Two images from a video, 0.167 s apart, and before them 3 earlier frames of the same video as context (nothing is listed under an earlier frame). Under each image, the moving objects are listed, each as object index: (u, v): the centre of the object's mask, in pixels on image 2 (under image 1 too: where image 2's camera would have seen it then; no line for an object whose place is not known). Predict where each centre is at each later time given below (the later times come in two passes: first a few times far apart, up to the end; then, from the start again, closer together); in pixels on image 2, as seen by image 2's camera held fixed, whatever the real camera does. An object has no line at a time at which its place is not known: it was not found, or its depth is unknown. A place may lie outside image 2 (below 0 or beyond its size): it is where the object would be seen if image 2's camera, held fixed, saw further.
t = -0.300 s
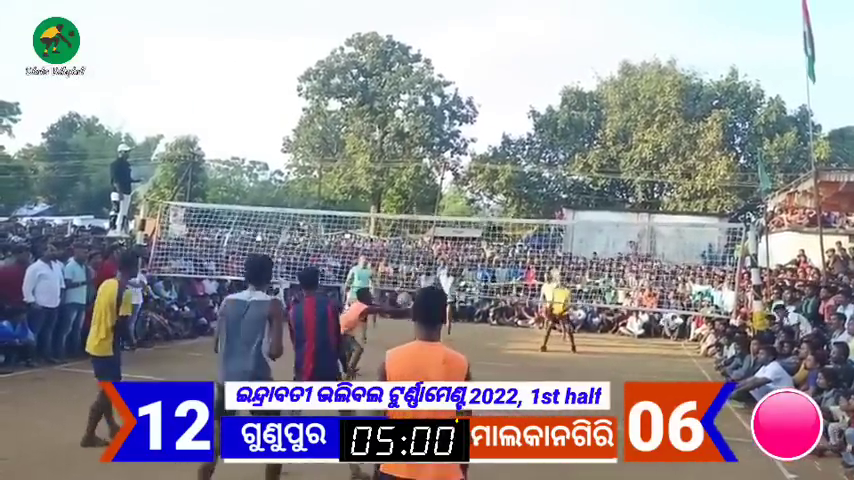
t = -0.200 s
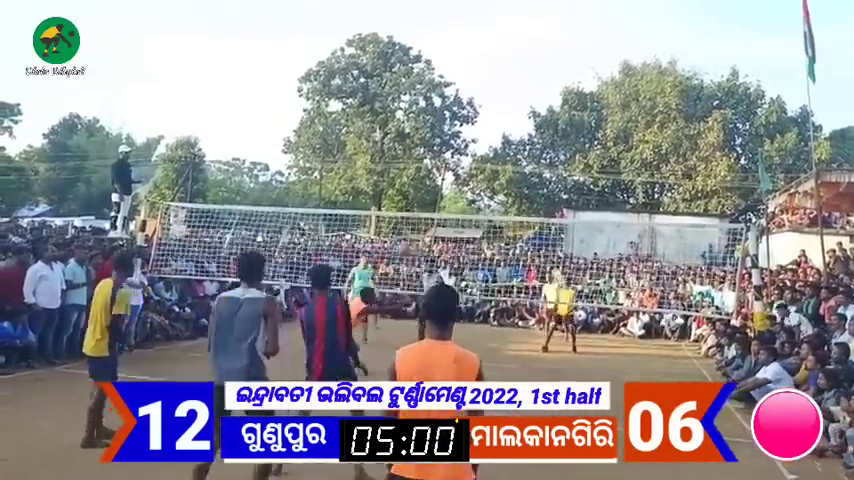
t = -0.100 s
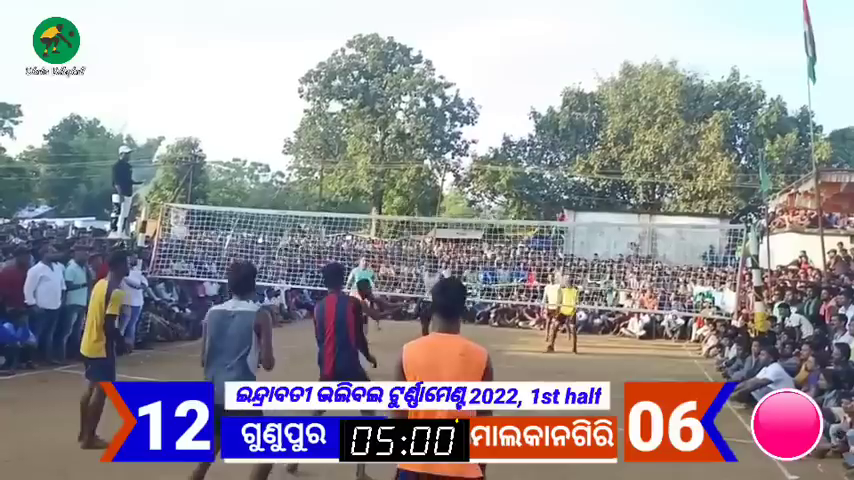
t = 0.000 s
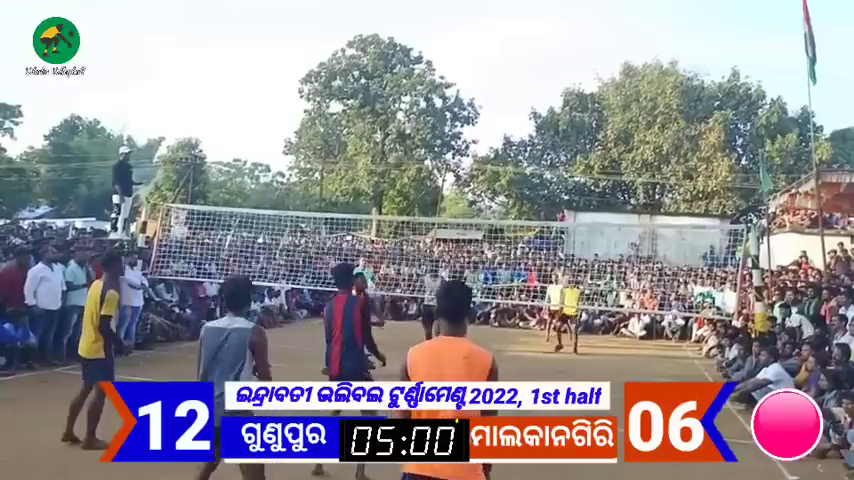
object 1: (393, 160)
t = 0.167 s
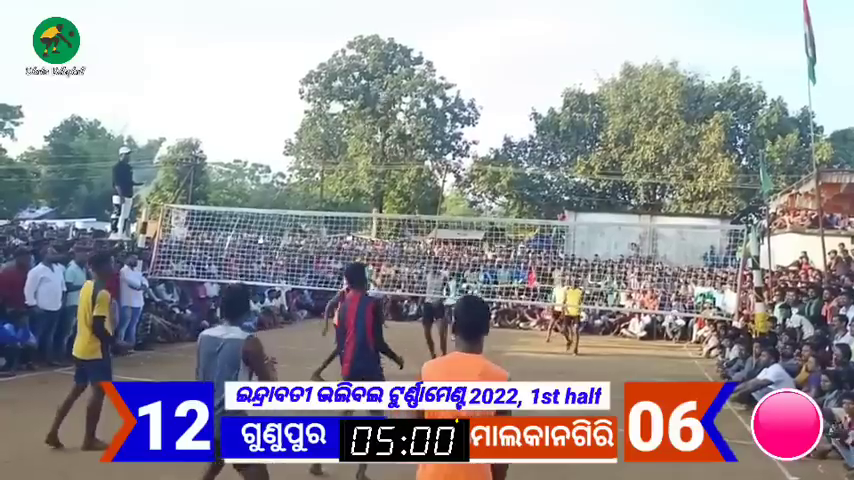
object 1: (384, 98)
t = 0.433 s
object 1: (366, 32)
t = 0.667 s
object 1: (335, 18)
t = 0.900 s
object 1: (291, 69)
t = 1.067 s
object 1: (247, 164)
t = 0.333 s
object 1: (375, 48)
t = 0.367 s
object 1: (373, 44)
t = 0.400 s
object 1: (370, 37)
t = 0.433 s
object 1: (366, 32)
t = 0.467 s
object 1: (362, 27)
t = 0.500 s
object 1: (358, 23)
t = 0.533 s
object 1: (354, 20)
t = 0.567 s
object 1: (350, 17)
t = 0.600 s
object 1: (345, 16)
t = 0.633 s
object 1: (340, 17)
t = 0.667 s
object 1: (335, 18)
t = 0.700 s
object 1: (330, 21)
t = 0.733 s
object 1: (324, 25)
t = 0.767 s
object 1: (318, 30)
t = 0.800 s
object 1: (312, 37)
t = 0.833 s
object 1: (305, 46)
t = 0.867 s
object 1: (298, 56)
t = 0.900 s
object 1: (291, 69)
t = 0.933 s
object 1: (283, 83)
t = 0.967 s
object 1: (275, 100)
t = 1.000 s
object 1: (267, 119)
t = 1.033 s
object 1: (256, 140)
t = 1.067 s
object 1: (247, 164)
